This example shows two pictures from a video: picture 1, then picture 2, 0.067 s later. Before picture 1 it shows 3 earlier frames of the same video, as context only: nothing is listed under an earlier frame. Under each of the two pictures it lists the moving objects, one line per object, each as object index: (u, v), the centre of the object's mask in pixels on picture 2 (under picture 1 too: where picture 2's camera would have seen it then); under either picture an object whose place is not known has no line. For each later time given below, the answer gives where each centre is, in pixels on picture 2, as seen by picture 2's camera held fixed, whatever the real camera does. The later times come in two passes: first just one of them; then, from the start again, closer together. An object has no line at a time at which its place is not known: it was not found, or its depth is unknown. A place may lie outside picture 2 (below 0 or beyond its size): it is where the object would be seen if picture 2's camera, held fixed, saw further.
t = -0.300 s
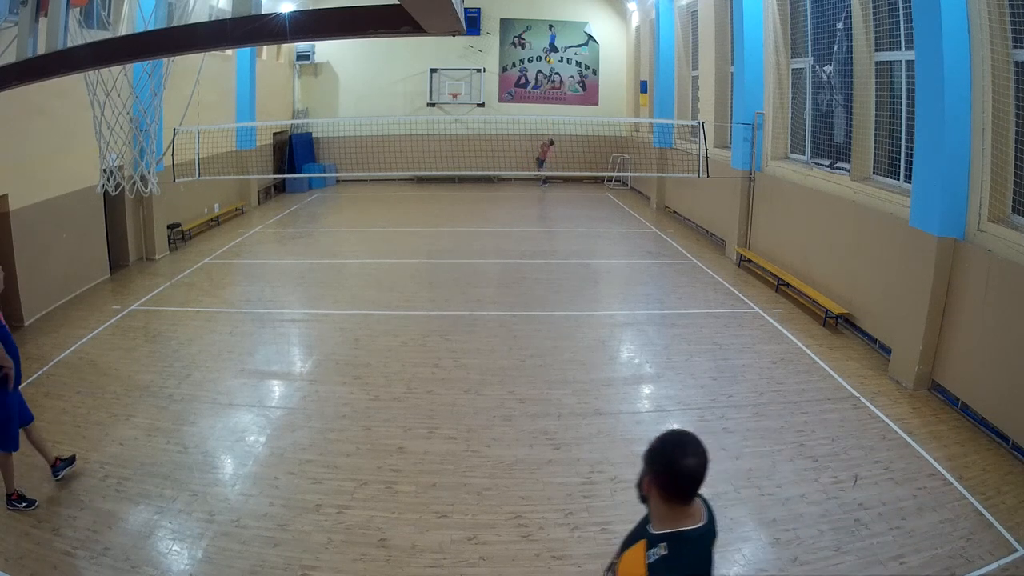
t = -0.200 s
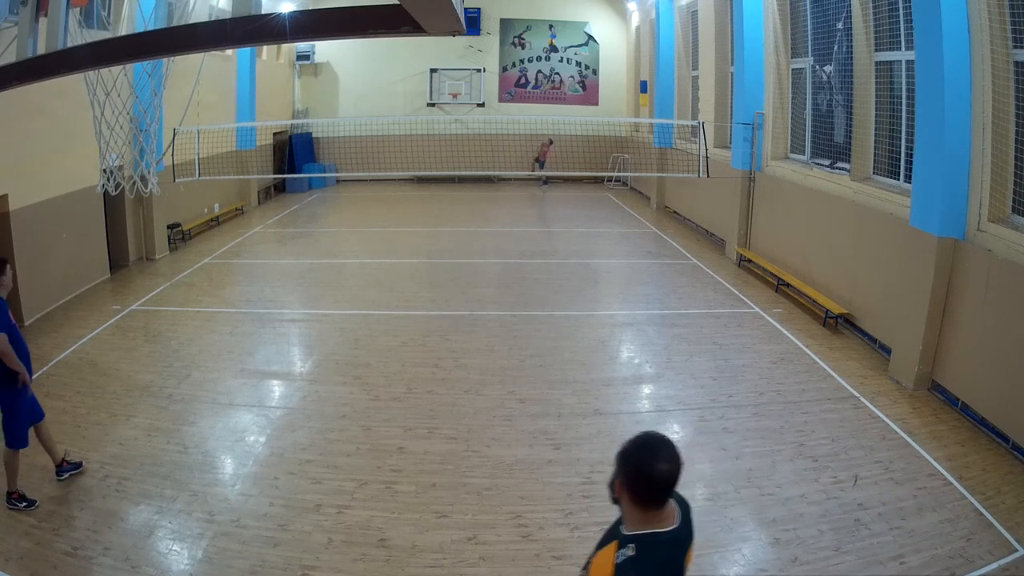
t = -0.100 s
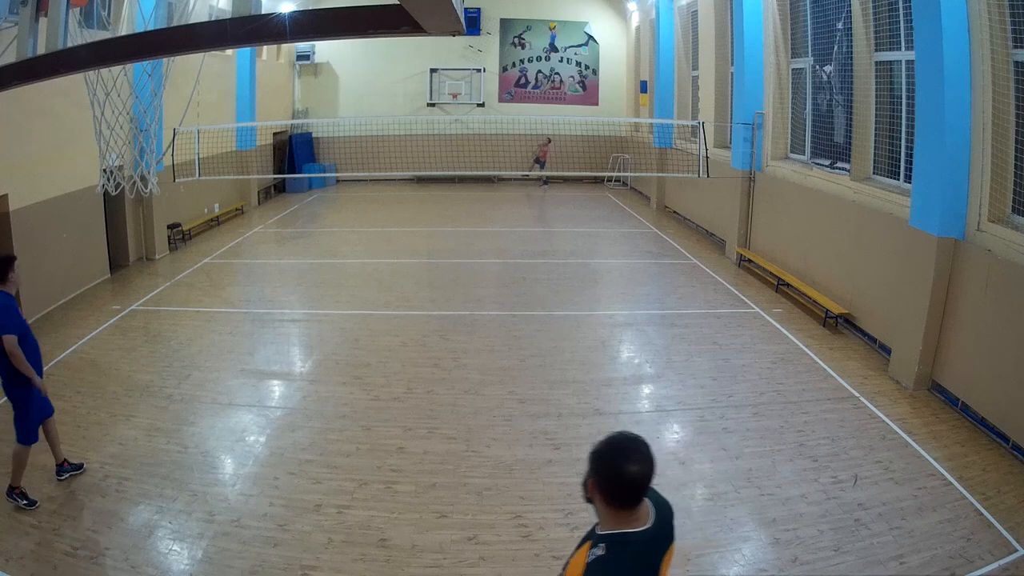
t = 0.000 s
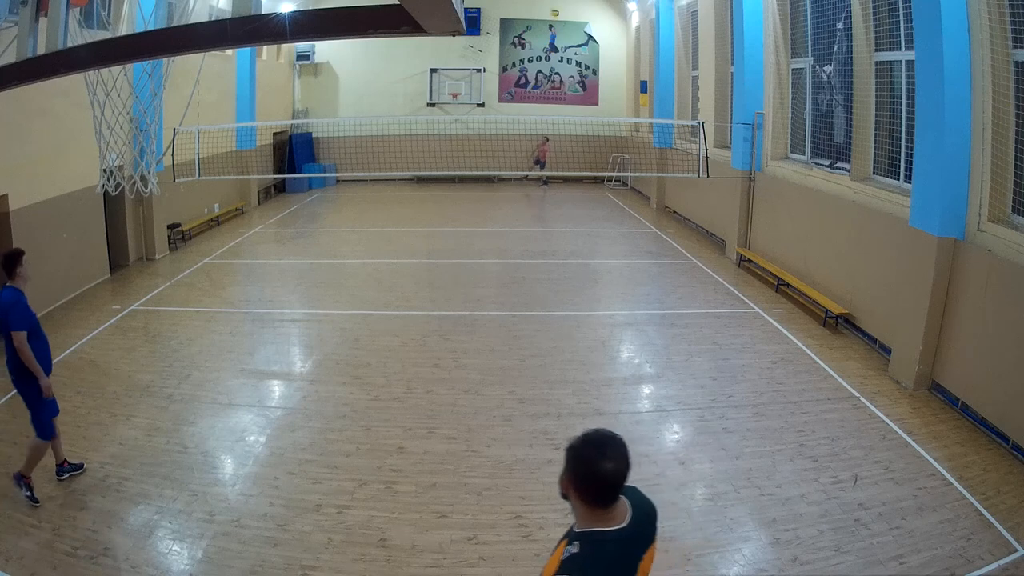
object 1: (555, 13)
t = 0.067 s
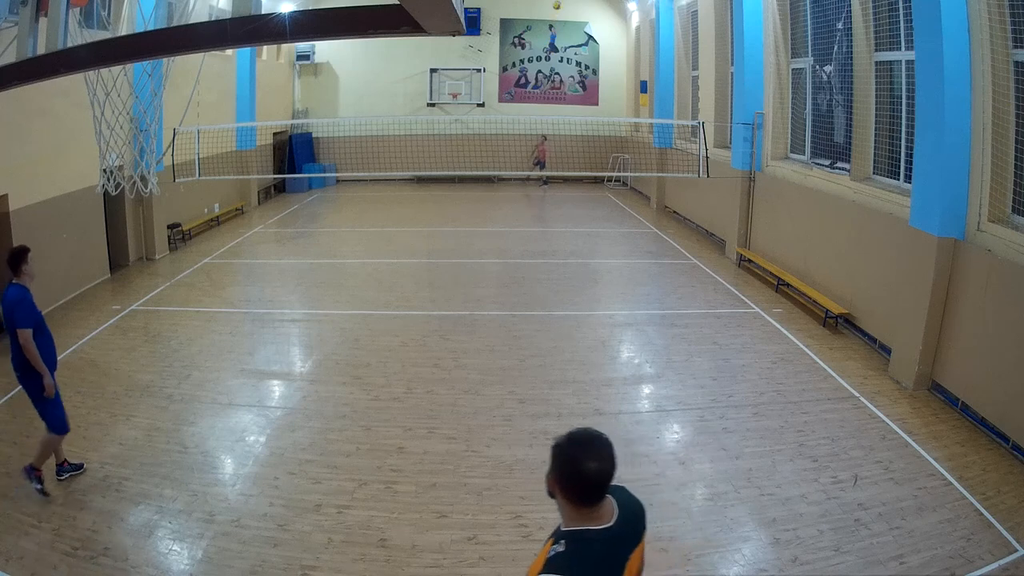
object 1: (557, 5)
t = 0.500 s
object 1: (581, 16)
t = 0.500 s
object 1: (581, 16)
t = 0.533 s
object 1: (583, 22)
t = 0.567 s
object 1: (587, 31)
